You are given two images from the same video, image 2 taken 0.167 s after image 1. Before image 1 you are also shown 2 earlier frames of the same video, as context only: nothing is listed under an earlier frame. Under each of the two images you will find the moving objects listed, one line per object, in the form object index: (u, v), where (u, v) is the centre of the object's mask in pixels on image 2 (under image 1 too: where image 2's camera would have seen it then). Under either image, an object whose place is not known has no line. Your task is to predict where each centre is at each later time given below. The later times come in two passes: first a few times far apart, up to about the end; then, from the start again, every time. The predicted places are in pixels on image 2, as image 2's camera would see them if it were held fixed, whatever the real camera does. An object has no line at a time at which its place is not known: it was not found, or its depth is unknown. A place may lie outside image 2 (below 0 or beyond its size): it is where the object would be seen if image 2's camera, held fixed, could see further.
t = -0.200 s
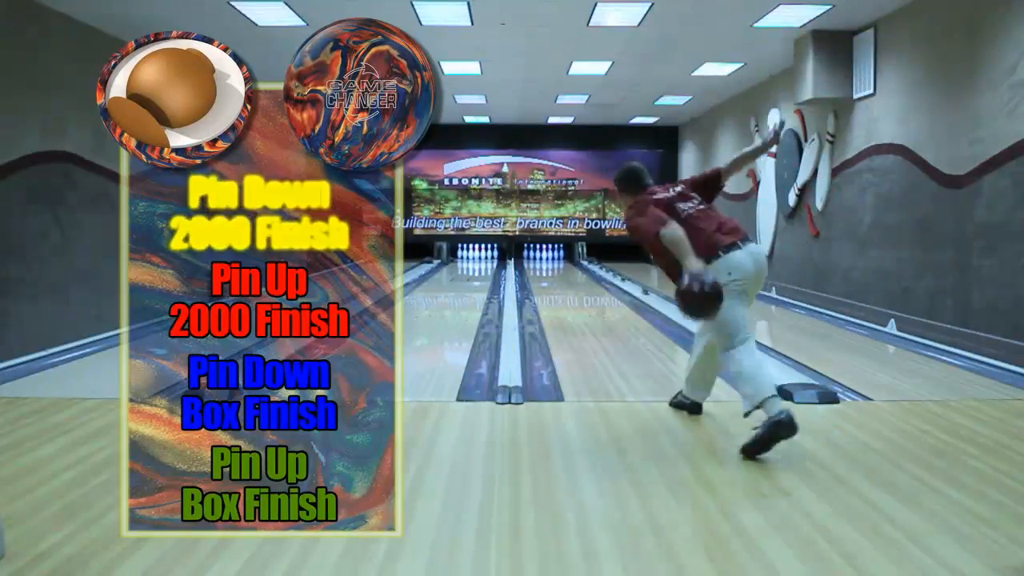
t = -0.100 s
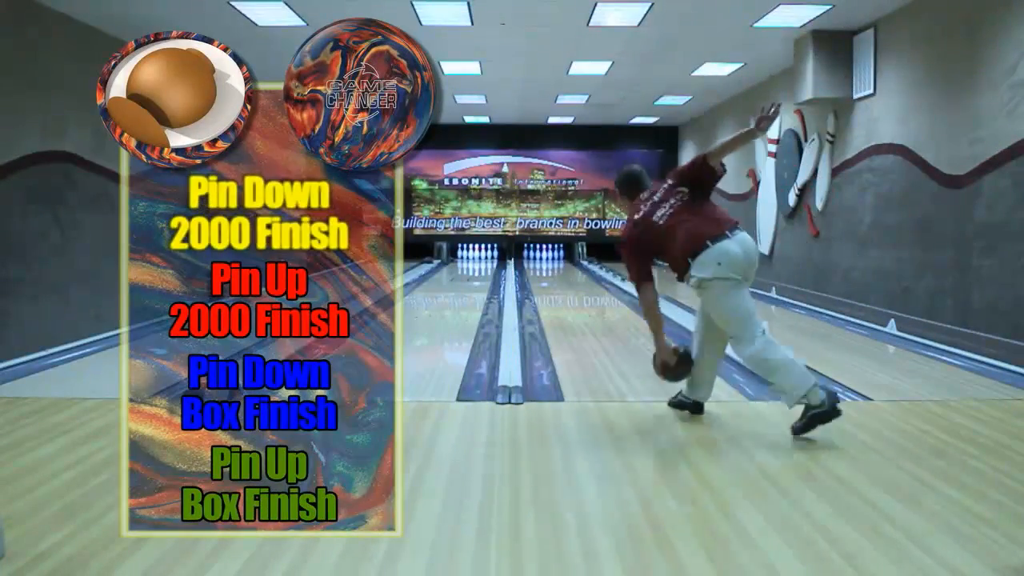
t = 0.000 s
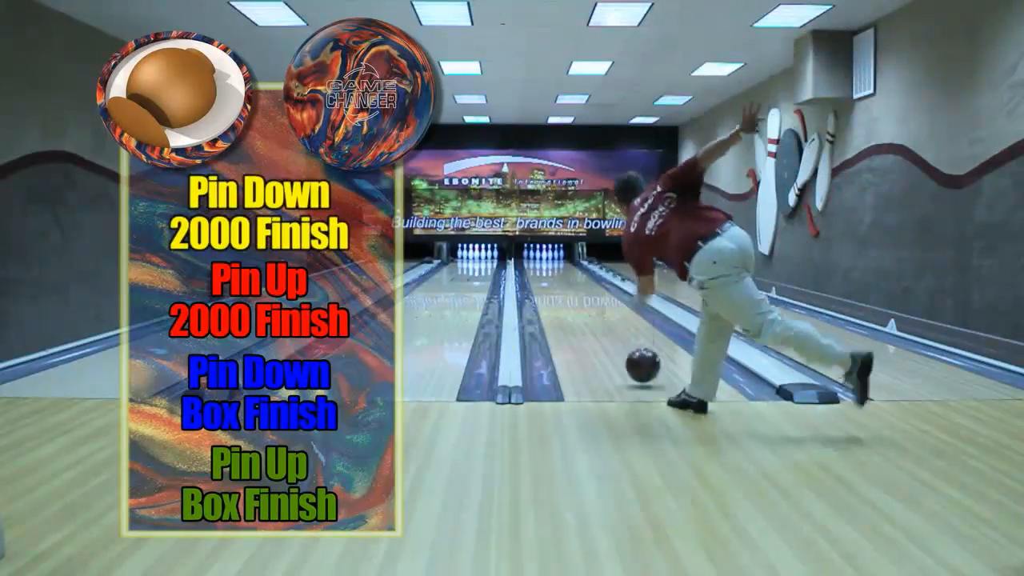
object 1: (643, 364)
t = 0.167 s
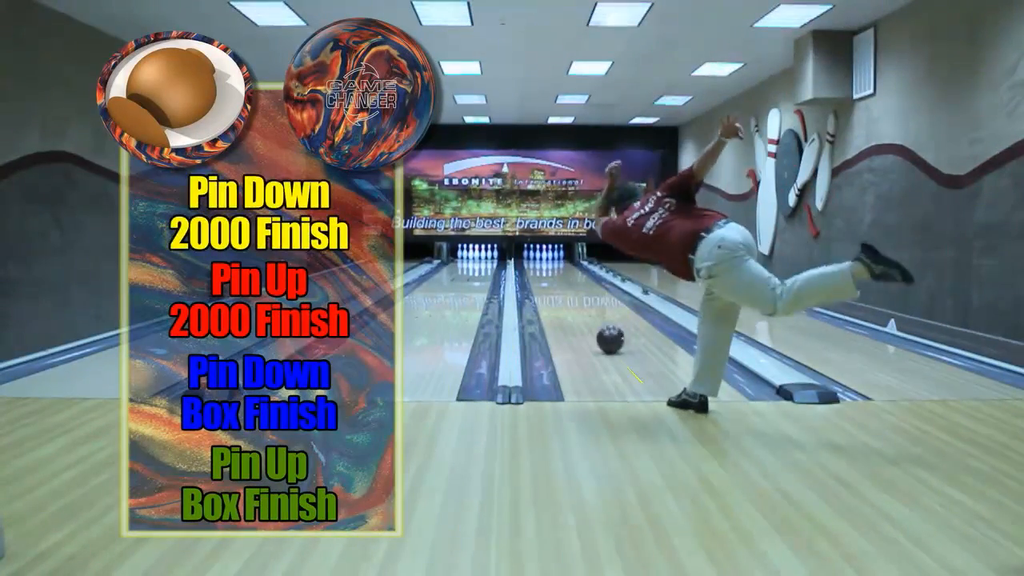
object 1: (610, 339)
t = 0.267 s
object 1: (596, 326)
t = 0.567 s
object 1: (568, 301)
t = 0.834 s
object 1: (554, 286)
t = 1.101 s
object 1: (545, 277)
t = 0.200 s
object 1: (605, 334)
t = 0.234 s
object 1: (601, 330)
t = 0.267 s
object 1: (596, 326)
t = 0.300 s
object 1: (592, 323)
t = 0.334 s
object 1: (588, 319)
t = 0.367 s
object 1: (585, 316)
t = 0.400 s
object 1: (583, 314)
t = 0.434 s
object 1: (574, 309)
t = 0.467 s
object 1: (576, 307)
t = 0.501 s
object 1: (573, 305)
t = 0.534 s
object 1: (571, 303)
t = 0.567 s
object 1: (568, 301)
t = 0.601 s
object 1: (566, 299)
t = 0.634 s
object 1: (564, 297)
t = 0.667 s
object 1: (562, 295)
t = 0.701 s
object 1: (560, 293)
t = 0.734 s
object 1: (558, 291)
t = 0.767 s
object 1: (557, 290)
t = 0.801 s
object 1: (555, 288)
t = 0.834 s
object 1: (554, 286)
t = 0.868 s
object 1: (553, 285)
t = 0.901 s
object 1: (551, 284)
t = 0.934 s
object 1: (550, 283)
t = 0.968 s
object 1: (549, 282)
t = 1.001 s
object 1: (548, 280)
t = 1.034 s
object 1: (547, 279)
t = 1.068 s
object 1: (546, 277)
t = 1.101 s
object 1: (545, 277)
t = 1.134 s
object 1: (544, 276)
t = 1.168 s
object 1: (543, 275)
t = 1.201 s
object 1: (542, 274)
